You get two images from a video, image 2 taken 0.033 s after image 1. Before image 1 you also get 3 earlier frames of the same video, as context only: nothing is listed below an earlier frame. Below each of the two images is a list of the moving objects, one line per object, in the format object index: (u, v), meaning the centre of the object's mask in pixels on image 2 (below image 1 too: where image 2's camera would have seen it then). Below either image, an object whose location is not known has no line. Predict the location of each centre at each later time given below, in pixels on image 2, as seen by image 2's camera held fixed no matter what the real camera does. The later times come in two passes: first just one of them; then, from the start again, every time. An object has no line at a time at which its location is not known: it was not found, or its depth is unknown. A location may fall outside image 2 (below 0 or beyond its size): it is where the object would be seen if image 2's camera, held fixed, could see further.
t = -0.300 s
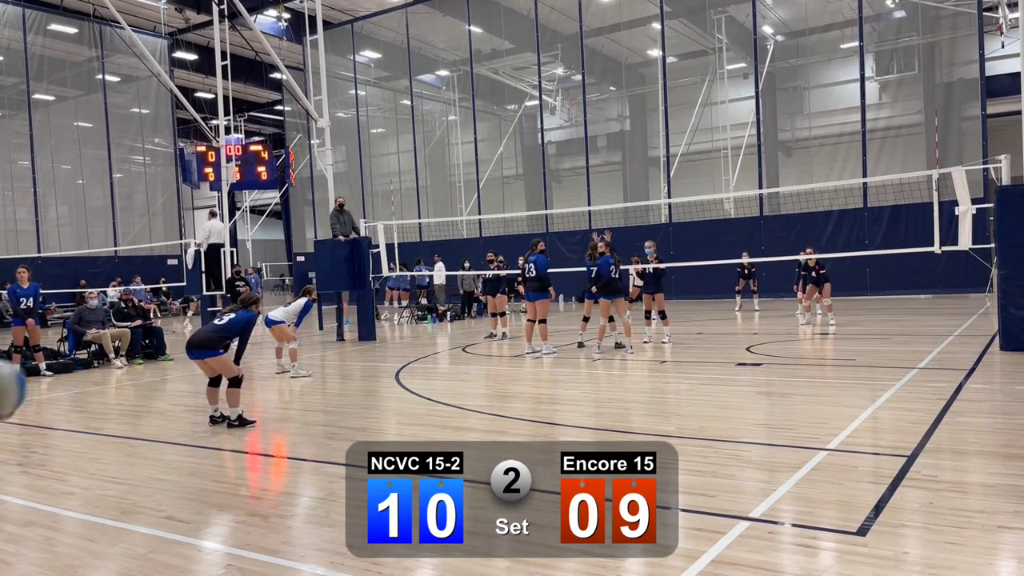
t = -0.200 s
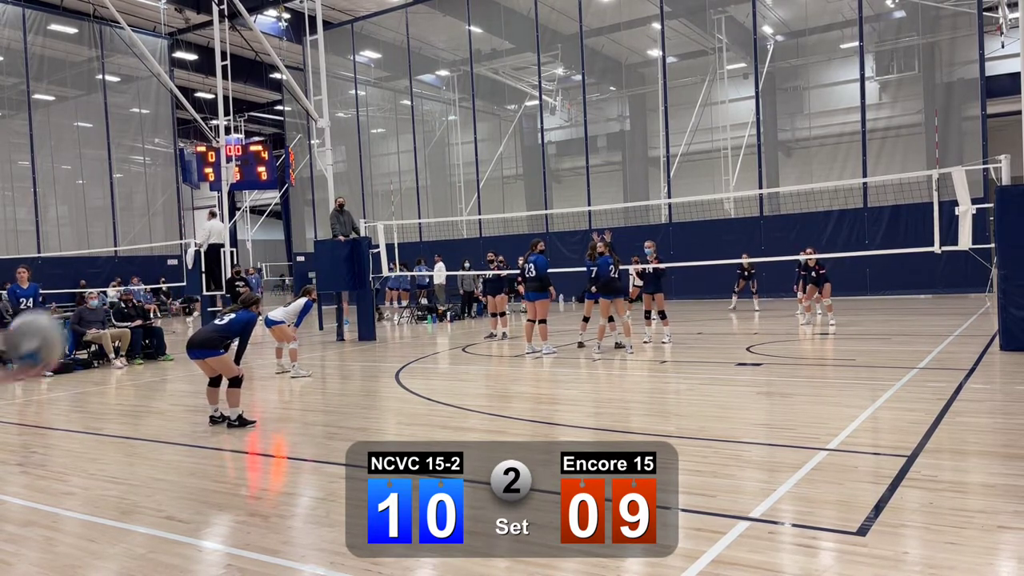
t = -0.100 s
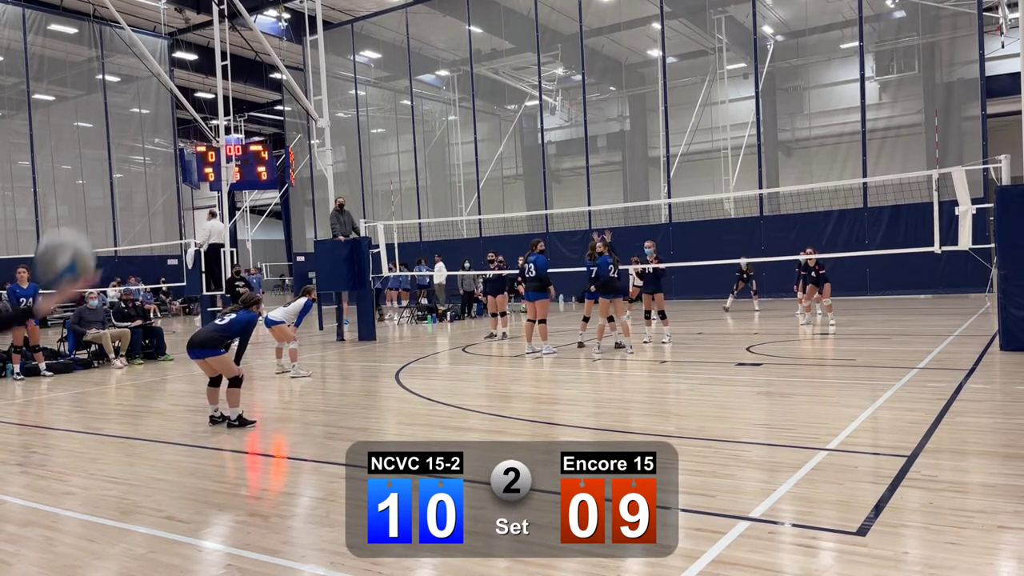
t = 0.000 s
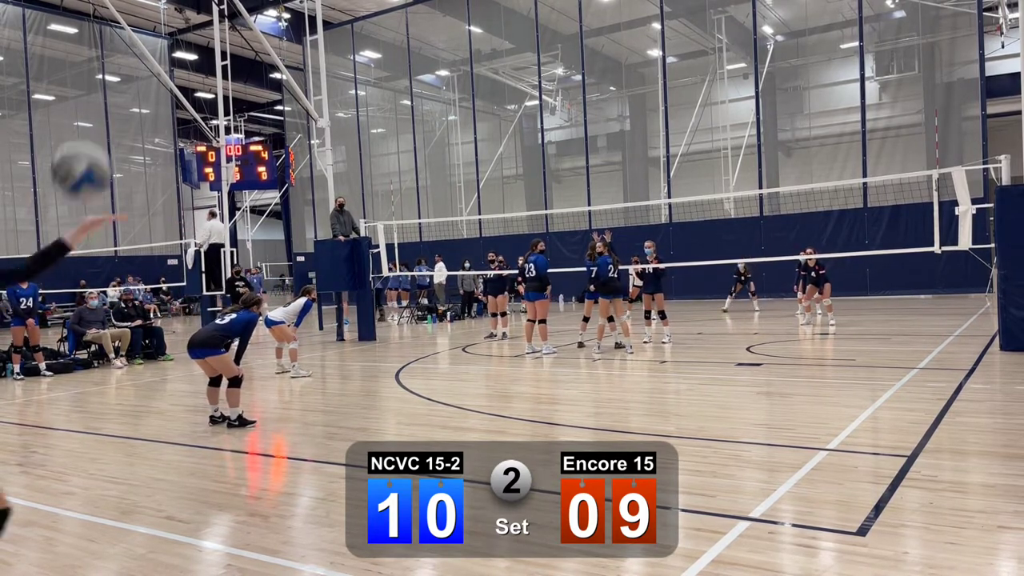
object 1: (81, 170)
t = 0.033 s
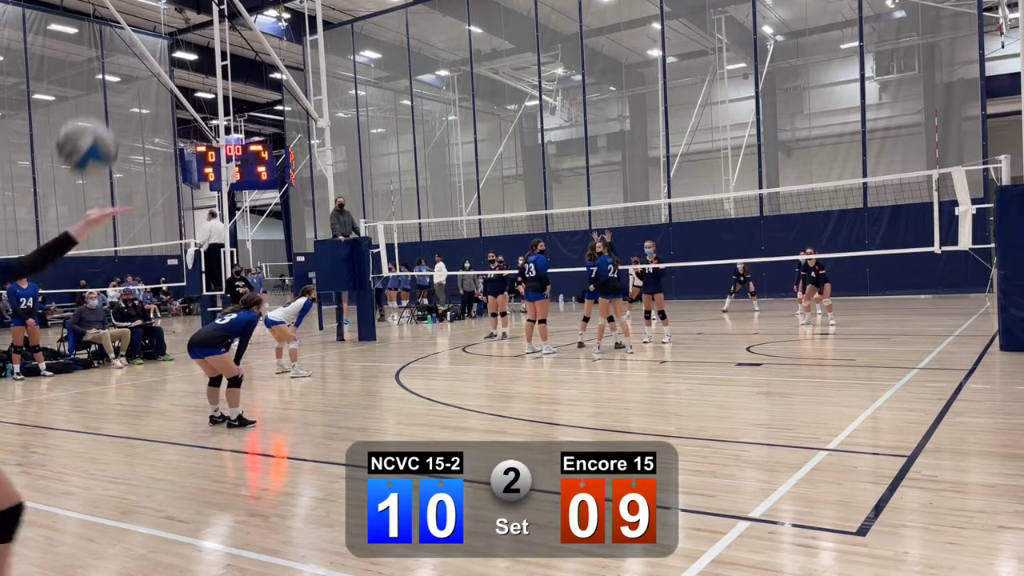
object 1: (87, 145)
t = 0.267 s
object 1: (125, 68)
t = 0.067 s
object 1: (92, 126)
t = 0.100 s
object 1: (97, 108)
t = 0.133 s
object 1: (103, 94)
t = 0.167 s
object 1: (108, 83)
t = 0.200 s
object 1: (114, 75)
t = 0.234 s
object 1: (120, 70)
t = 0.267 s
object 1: (125, 68)
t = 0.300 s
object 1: (131, 67)
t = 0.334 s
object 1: (138, 70)
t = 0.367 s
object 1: (144, 75)
